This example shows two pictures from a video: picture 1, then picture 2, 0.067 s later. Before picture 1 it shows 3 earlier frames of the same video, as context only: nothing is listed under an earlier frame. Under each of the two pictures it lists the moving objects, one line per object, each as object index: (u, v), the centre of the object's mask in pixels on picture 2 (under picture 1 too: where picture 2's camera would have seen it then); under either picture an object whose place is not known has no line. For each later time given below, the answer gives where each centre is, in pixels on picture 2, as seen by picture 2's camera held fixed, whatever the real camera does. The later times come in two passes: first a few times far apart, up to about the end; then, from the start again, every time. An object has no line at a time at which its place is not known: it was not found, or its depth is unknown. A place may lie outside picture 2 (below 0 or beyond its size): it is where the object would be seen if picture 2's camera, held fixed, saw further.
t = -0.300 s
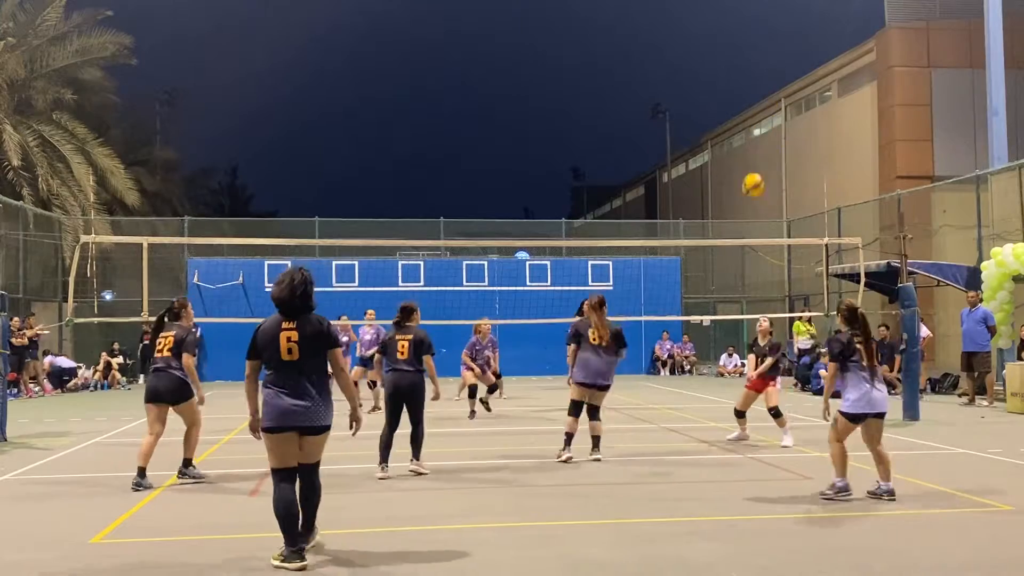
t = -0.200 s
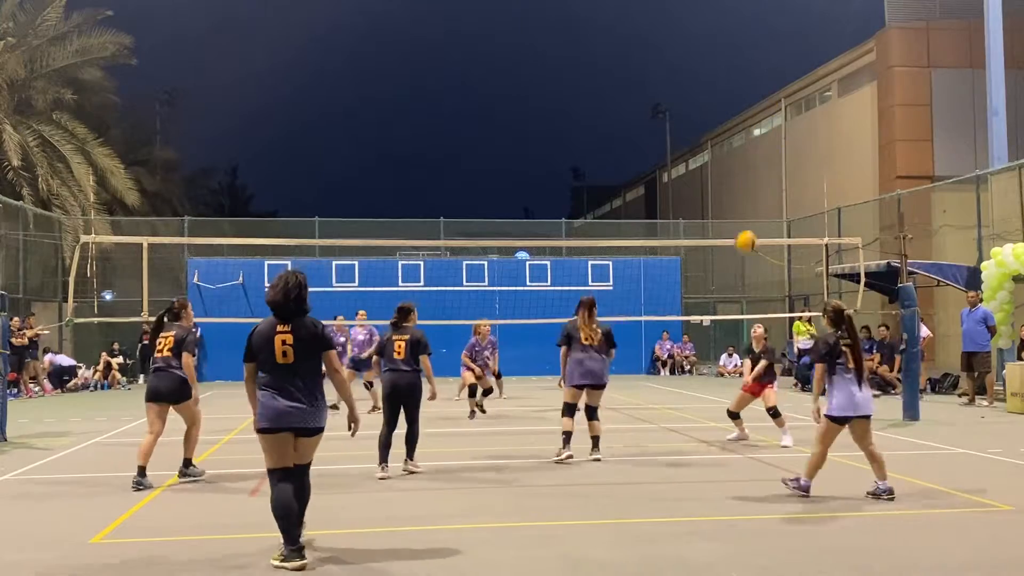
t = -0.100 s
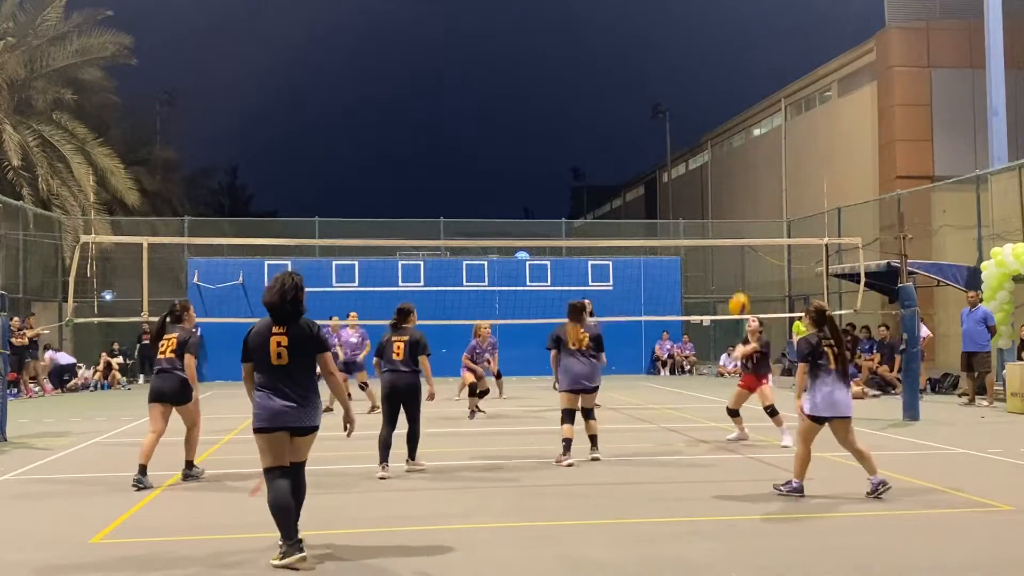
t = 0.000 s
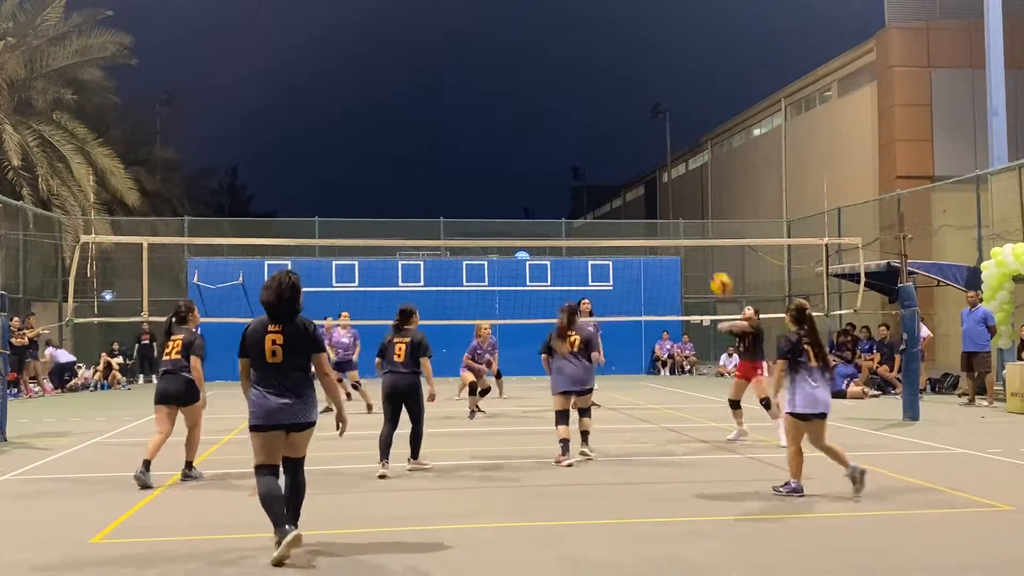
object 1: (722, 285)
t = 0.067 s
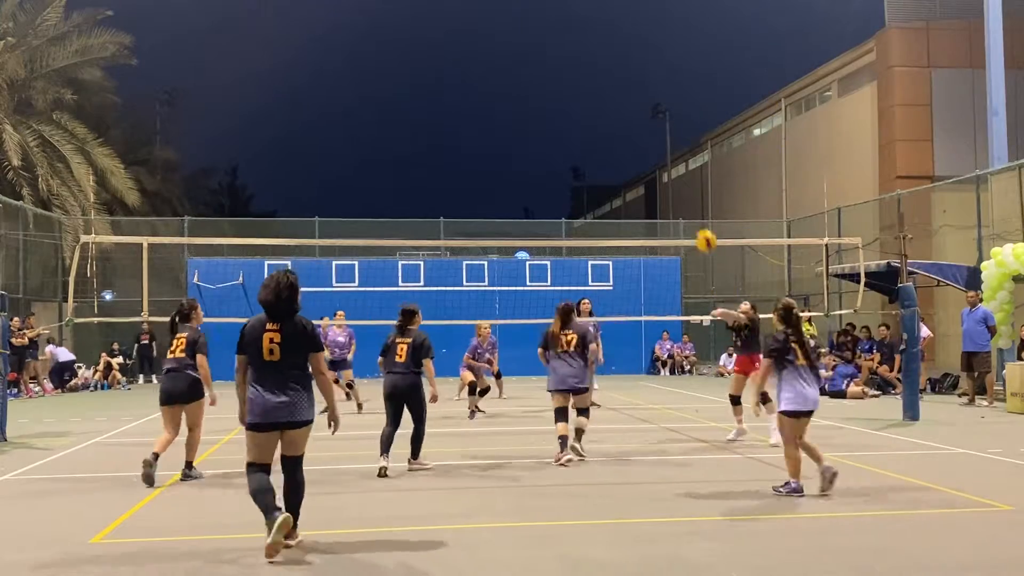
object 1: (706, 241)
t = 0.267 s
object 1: (662, 139)
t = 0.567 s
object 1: (598, 61)
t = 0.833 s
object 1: (546, 58)
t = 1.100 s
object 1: (496, 114)
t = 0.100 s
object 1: (698, 221)
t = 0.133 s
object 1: (691, 202)
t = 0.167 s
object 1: (684, 185)
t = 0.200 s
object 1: (676, 168)
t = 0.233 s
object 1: (669, 153)
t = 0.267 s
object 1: (662, 139)
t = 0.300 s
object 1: (654, 126)
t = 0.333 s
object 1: (647, 114)
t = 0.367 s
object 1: (640, 103)
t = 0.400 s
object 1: (633, 94)
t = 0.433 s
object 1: (626, 85)
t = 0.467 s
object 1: (619, 77)
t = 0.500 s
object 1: (612, 71)
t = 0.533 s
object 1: (605, 65)
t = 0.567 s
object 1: (598, 61)
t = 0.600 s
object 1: (592, 57)
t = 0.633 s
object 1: (585, 54)
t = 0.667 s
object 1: (578, 52)
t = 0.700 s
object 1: (571, 52)
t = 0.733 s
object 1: (565, 52)
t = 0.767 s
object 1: (559, 53)
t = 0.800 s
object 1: (552, 55)
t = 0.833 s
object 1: (546, 58)
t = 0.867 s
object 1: (539, 62)
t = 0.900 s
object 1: (532, 66)
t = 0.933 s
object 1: (526, 72)
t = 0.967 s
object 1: (520, 79)
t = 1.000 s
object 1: (514, 86)
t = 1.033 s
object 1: (508, 95)
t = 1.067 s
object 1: (502, 104)
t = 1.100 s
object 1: (496, 114)
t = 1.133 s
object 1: (490, 125)
